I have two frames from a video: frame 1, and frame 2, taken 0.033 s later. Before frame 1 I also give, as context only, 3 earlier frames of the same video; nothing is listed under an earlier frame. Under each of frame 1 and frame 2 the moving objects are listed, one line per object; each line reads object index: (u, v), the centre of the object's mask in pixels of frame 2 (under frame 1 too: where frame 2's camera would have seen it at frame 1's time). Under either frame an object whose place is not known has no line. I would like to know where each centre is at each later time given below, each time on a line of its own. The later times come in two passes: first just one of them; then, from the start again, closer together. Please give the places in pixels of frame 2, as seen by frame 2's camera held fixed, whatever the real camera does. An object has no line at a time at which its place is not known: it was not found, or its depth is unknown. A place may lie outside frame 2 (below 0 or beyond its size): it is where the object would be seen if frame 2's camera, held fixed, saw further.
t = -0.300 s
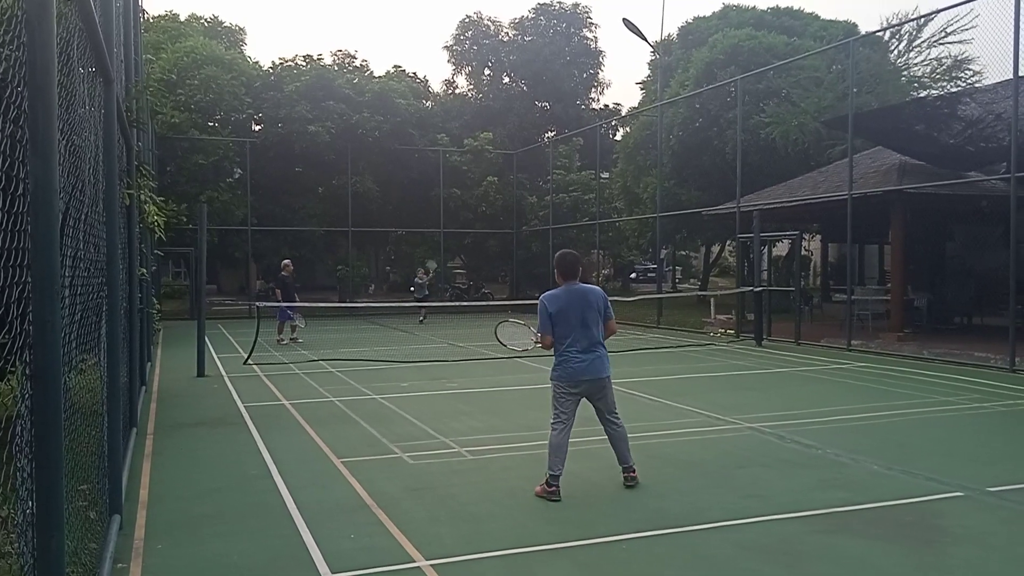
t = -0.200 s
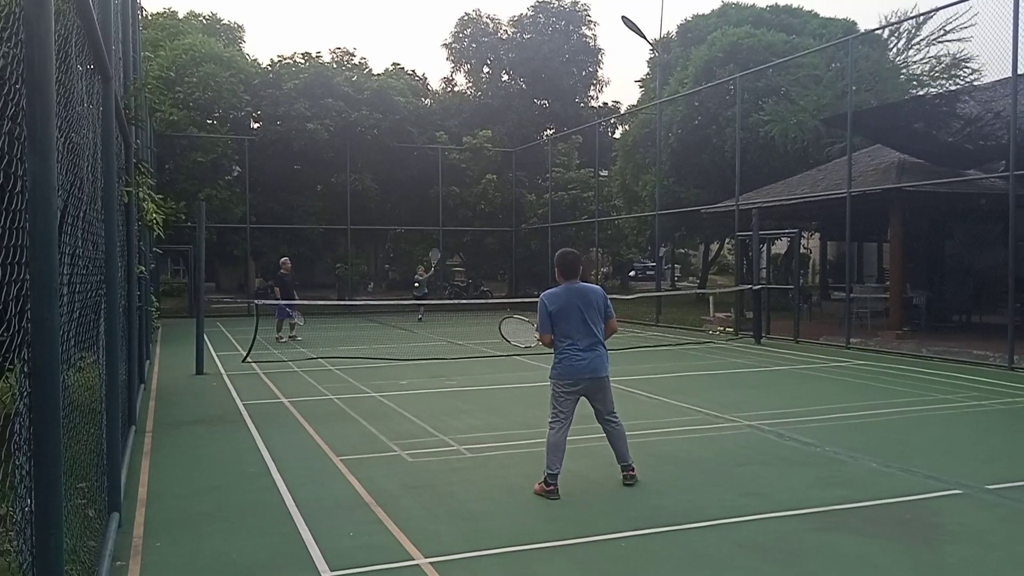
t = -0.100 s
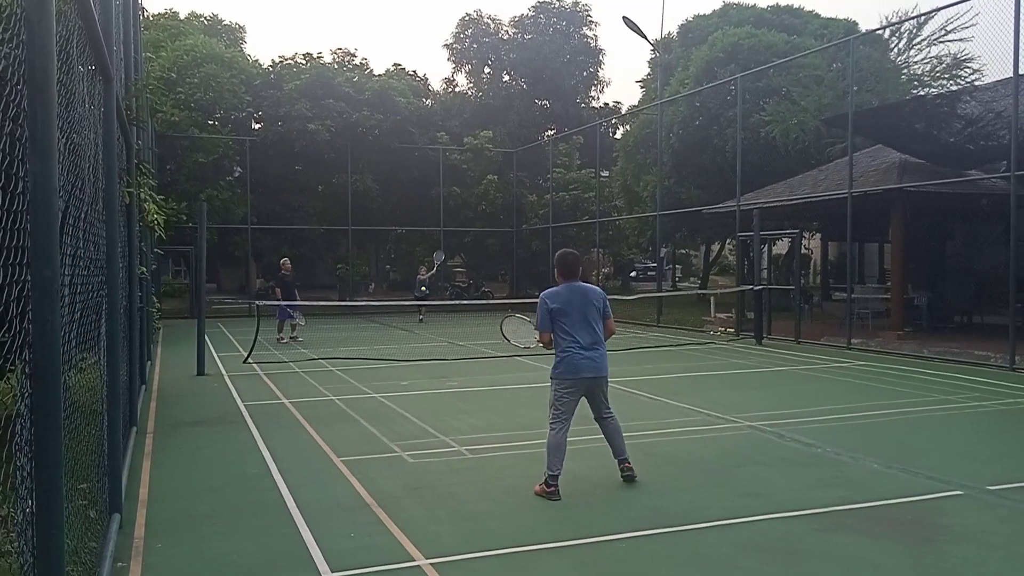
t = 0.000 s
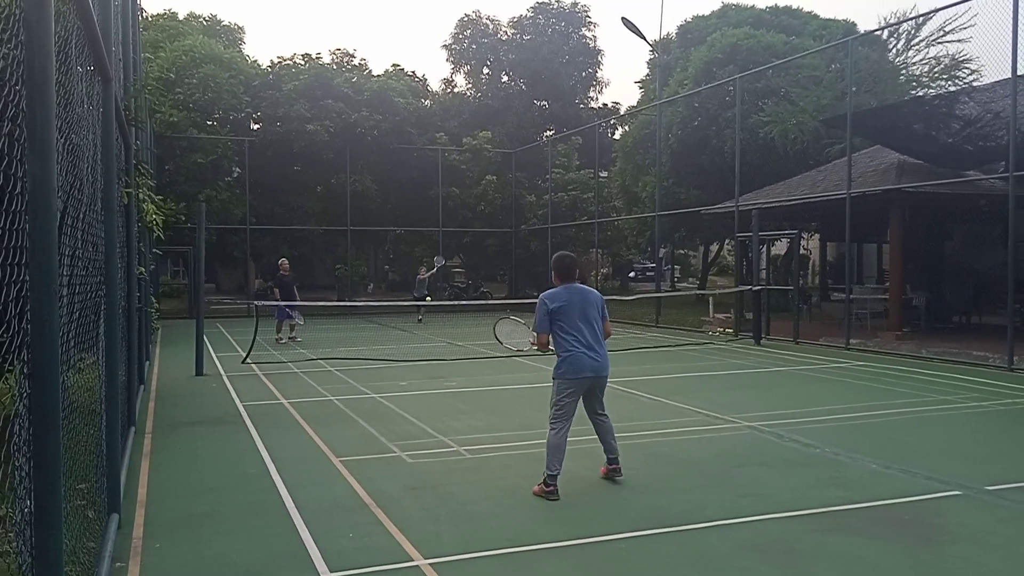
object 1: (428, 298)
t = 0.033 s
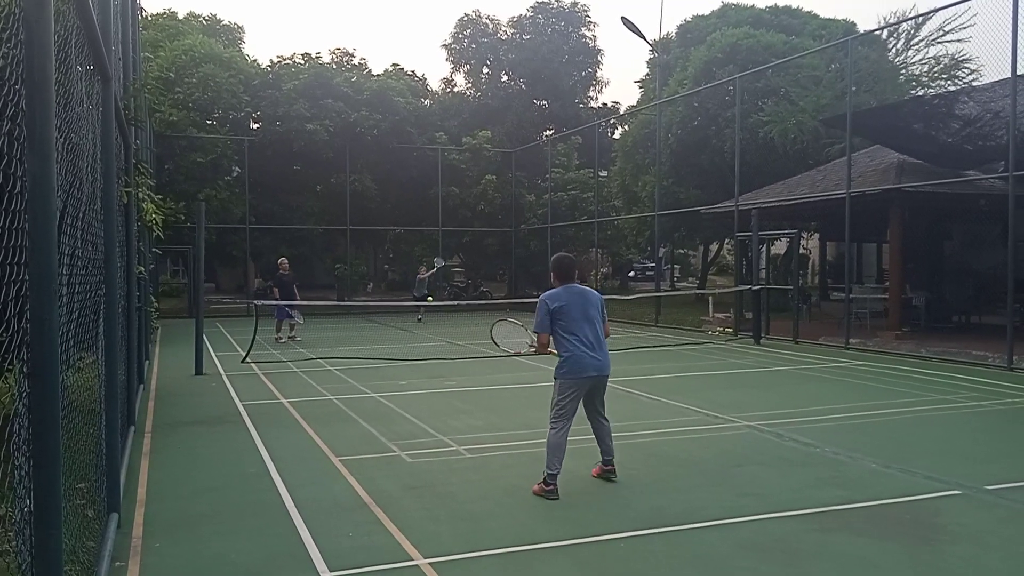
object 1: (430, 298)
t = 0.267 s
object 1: (444, 313)
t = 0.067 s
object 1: (431, 298)
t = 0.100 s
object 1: (433, 298)
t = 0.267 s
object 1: (444, 313)
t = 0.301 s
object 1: (447, 319)
